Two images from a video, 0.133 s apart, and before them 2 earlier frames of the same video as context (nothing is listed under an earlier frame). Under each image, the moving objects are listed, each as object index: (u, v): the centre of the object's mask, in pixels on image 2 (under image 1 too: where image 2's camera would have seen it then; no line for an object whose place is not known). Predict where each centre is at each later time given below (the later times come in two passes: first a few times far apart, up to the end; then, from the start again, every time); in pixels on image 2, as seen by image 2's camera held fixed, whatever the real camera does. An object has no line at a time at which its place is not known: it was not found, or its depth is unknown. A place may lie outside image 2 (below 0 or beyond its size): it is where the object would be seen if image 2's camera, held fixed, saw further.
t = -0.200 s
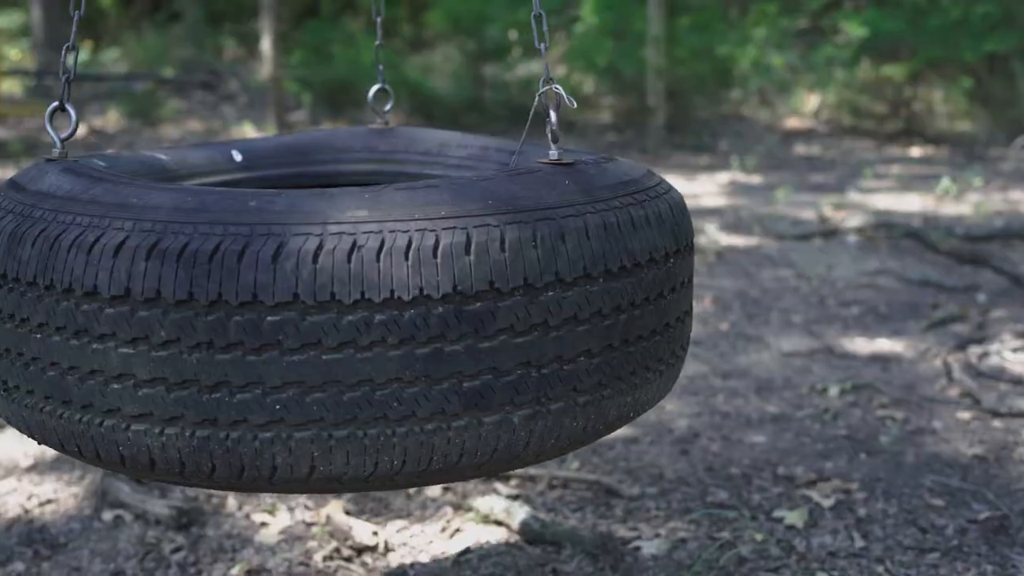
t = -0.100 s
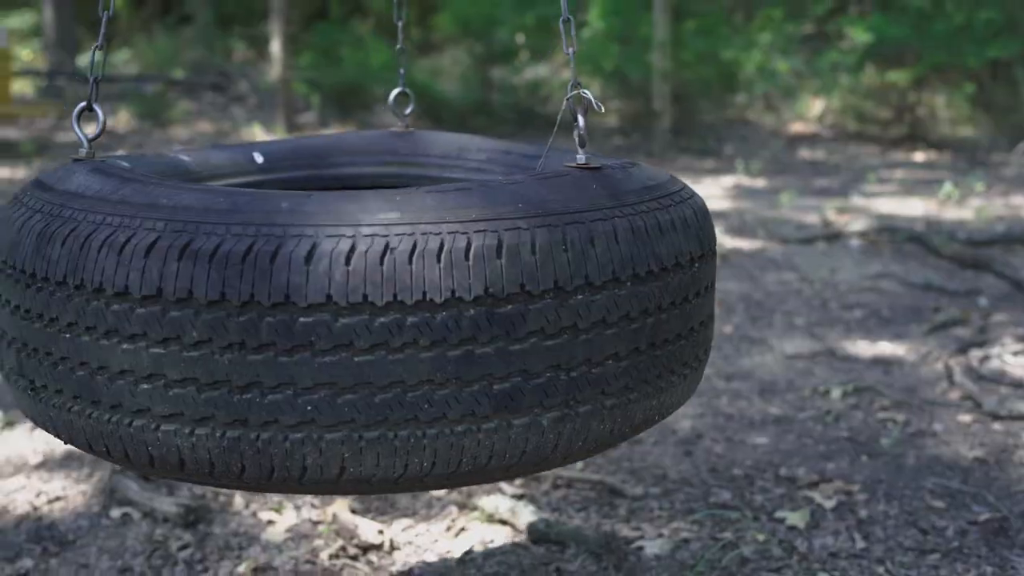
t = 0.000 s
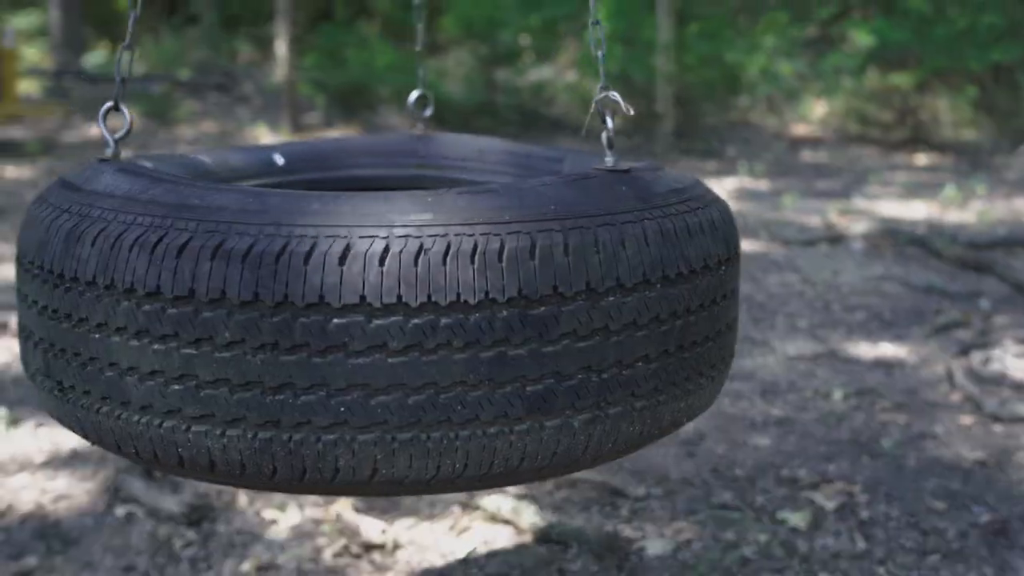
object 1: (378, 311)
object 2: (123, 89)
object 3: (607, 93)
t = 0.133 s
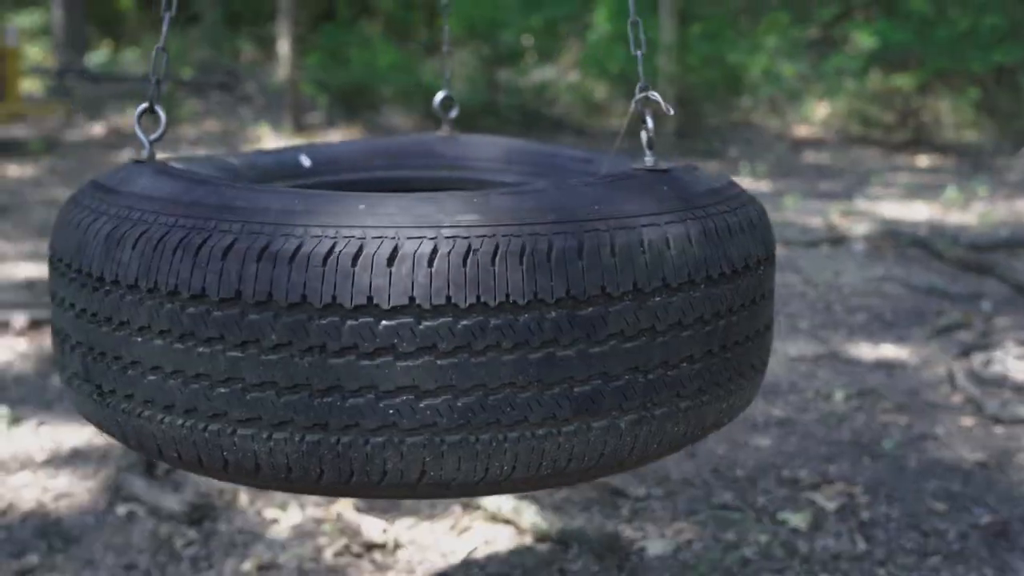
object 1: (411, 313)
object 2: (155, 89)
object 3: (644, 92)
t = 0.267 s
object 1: (449, 318)
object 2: (192, 96)
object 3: (687, 99)
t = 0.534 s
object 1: (538, 317)
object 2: (285, 99)
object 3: (782, 91)
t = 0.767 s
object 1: (621, 315)
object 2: (375, 97)
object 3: (871, 90)
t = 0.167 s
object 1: (420, 314)
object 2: (164, 91)
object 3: (654, 91)
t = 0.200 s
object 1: (429, 315)
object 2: (173, 92)
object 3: (664, 90)
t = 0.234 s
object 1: (439, 317)
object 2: (182, 93)
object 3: (674, 87)
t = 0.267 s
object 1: (449, 318)
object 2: (192, 96)
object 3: (687, 99)
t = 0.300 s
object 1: (460, 318)
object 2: (203, 95)
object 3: (697, 93)
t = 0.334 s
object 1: (471, 317)
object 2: (214, 96)
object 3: (709, 92)
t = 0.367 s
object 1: (482, 318)
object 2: (225, 96)
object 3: (720, 92)
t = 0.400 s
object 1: (493, 317)
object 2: (237, 96)
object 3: (733, 92)
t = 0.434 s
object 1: (504, 317)
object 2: (249, 96)
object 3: (745, 91)
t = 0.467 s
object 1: (516, 317)
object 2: (261, 96)
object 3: (757, 91)
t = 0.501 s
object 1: (527, 317)
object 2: (273, 96)
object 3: (769, 91)
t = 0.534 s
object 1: (538, 317)
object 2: (285, 99)
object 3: (782, 91)
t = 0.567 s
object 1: (550, 317)
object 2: (298, 96)
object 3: (795, 92)
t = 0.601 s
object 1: (562, 317)
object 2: (311, 97)
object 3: (808, 92)
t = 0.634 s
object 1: (574, 316)
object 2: (324, 96)
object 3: (821, 92)
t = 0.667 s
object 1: (586, 316)
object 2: (337, 96)
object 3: (833, 93)
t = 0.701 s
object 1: (597, 316)
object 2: (350, 96)
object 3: (846, 91)
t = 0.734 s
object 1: (609, 315)
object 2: (363, 96)
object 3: (859, 90)
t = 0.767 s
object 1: (621, 315)
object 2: (375, 97)
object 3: (871, 90)
